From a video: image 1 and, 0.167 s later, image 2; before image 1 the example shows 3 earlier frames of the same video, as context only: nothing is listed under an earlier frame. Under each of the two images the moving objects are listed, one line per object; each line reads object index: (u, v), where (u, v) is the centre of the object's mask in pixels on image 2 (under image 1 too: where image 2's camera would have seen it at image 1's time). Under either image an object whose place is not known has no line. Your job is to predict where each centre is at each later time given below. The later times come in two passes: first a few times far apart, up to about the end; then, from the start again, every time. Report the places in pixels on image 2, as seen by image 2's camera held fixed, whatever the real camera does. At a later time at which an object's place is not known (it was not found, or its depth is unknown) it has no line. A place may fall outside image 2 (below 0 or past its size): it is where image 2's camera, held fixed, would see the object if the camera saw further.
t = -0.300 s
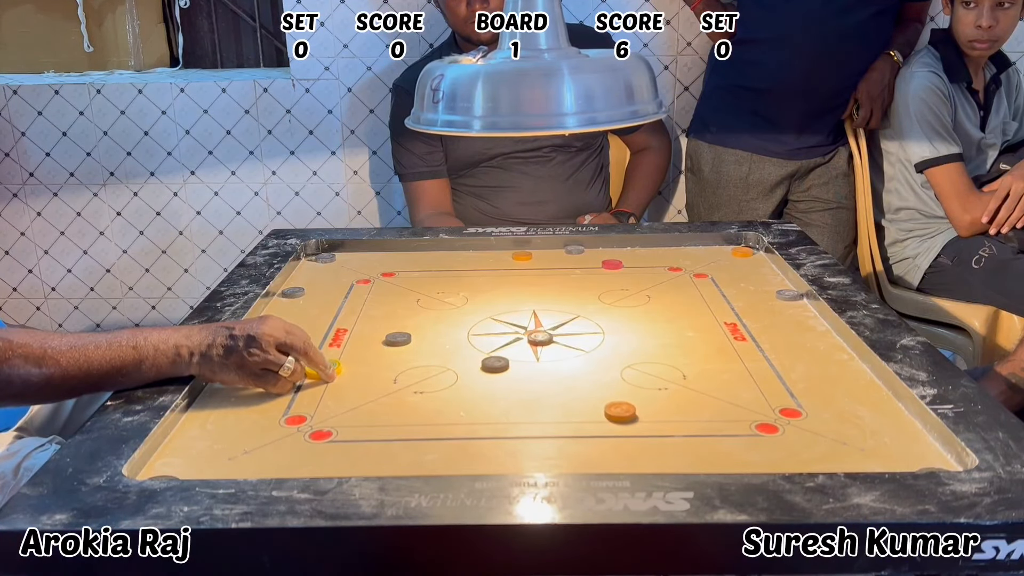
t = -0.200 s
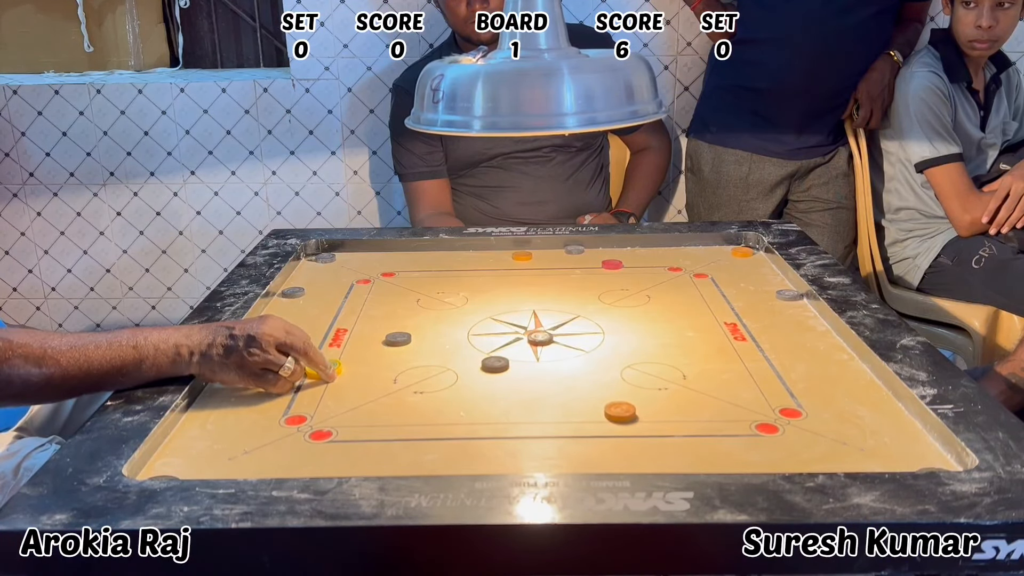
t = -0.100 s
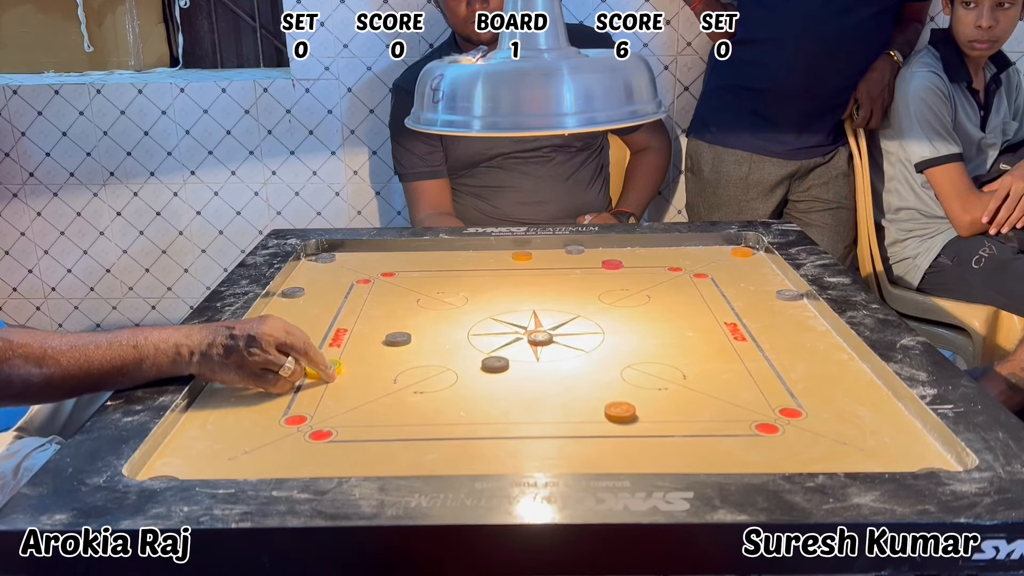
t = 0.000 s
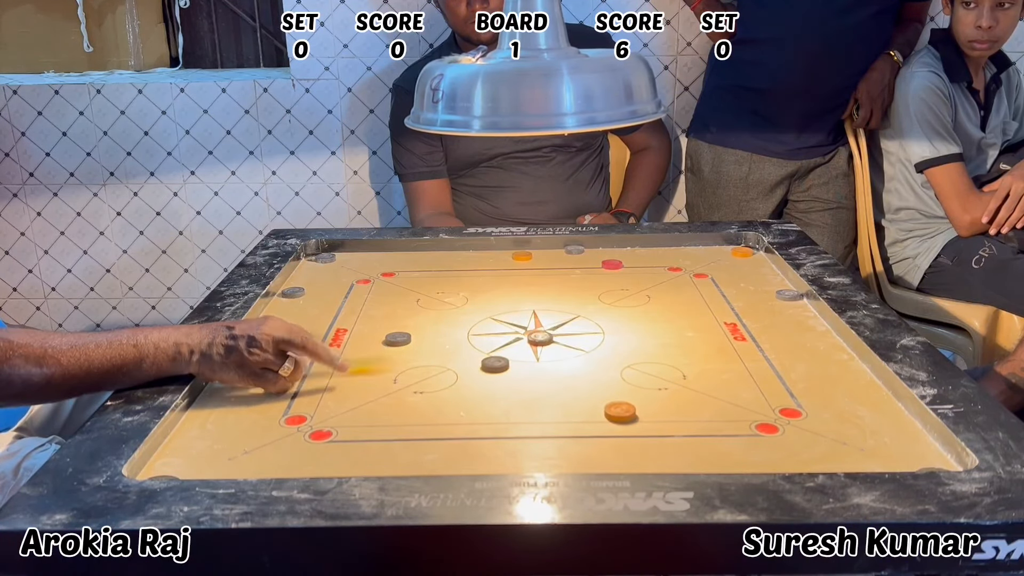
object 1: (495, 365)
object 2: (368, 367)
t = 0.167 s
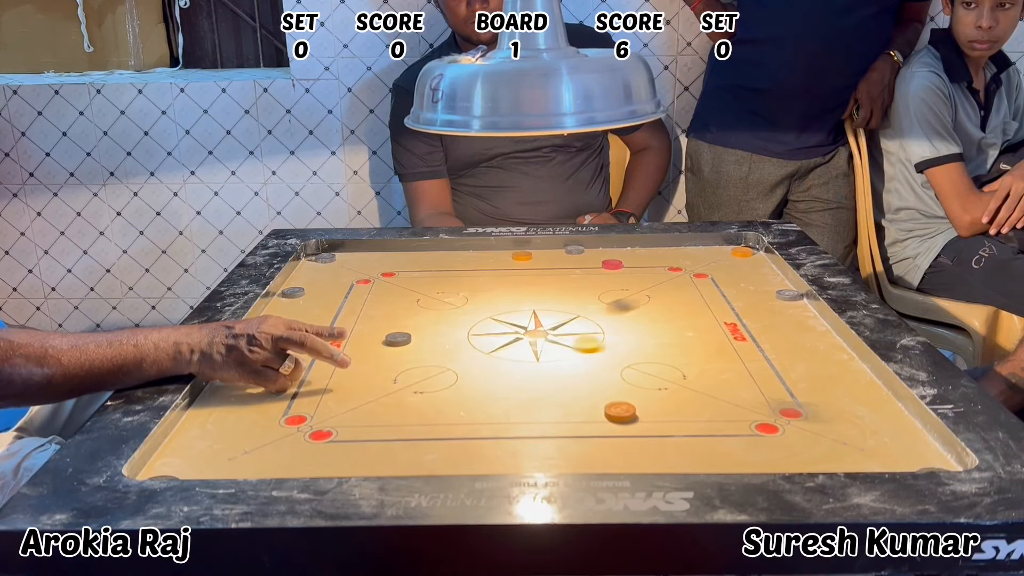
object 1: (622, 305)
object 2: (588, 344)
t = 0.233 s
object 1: (676, 285)
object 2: (638, 341)
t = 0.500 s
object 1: (732, 264)
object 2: (787, 329)
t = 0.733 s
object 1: (715, 266)
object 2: (773, 324)
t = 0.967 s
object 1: (715, 266)
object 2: (754, 323)
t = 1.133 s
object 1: (715, 266)
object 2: (753, 323)
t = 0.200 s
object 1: (651, 294)
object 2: (614, 342)
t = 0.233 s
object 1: (676, 285)
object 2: (638, 341)
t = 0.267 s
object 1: (698, 276)
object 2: (661, 339)
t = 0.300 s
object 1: (724, 265)
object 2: (682, 337)
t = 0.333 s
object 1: (744, 259)
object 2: (702, 336)
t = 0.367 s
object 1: (757, 257)
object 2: (719, 335)
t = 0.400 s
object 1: (752, 260)
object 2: (740, 333)
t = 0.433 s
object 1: (744, 261)
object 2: (757, 331)
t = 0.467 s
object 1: (738, 262)
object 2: (772, 331)
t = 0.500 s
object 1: (732, 264)
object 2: (787, 329)
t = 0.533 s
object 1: (727, 265)
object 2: (799, 328)
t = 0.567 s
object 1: (723, 265)
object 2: (811, 327)
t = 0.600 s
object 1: (720, 266)
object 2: (807, 326)
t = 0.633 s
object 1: (717, 266)
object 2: (797, 326)
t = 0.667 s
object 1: (716, 266)
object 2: (787, 325)
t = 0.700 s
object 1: (715, 266)
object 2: (780, 324)
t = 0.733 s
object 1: (715, 266)
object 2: (773, 324)
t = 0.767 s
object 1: (715, 267)
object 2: (766, 324)
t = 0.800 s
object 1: (715, 267)
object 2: (762, 323)
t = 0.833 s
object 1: (715, 267)
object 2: (759, 323)
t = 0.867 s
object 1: (715, 266)
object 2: (755, 323)
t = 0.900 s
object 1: (715, 266)
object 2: (754, 323)
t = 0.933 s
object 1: (715, 266)
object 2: (755, 323)
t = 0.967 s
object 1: (715, 266)
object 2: (754, 323)
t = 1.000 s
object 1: (715, 266)
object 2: (754, 323)
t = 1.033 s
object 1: (715, 266)
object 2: (753, 323)
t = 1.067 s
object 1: (715, 266)
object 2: (753, 323)
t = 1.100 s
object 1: (715, 266)
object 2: (753, 323)
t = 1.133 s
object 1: (715, 266)
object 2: (753, 323)
